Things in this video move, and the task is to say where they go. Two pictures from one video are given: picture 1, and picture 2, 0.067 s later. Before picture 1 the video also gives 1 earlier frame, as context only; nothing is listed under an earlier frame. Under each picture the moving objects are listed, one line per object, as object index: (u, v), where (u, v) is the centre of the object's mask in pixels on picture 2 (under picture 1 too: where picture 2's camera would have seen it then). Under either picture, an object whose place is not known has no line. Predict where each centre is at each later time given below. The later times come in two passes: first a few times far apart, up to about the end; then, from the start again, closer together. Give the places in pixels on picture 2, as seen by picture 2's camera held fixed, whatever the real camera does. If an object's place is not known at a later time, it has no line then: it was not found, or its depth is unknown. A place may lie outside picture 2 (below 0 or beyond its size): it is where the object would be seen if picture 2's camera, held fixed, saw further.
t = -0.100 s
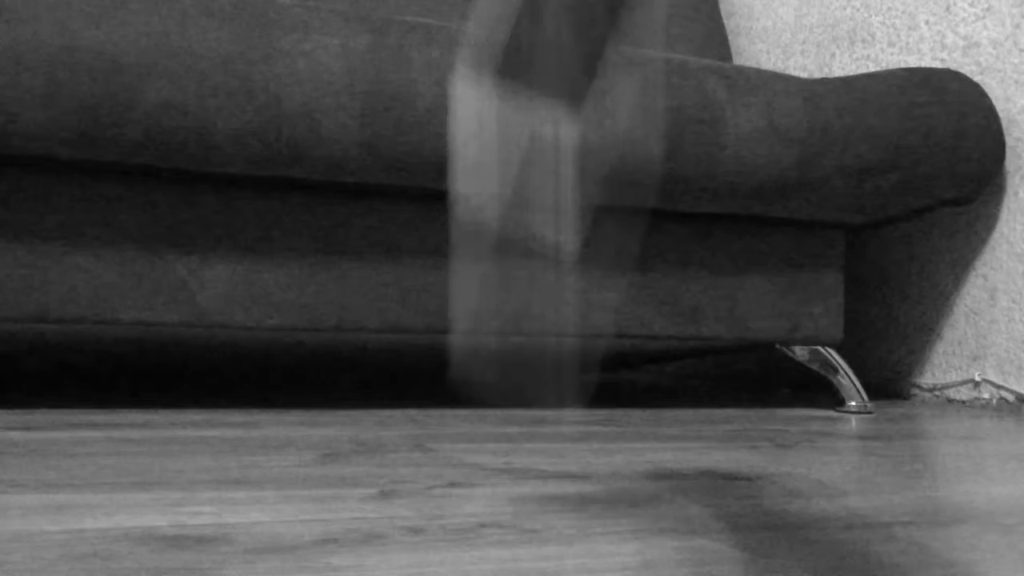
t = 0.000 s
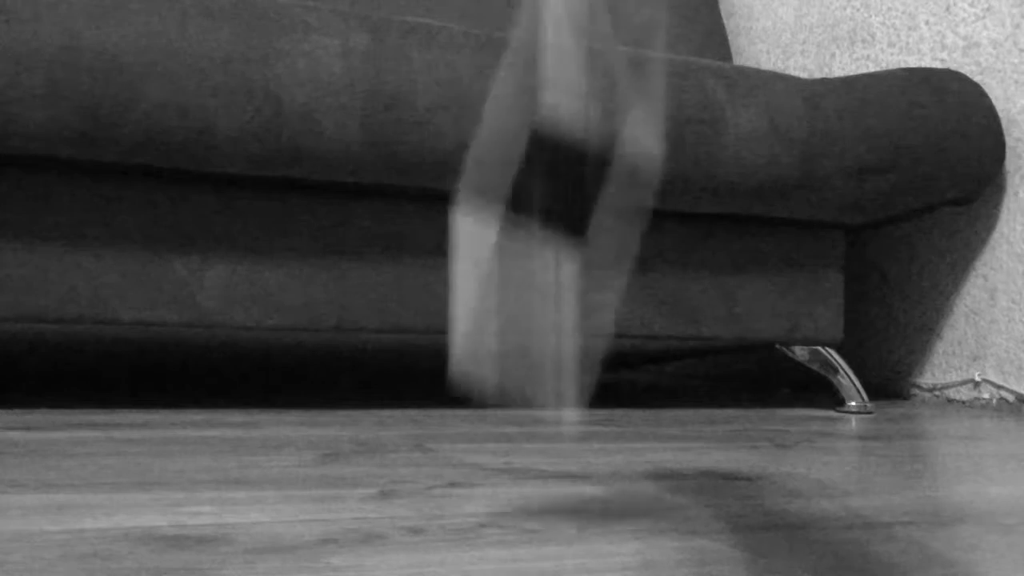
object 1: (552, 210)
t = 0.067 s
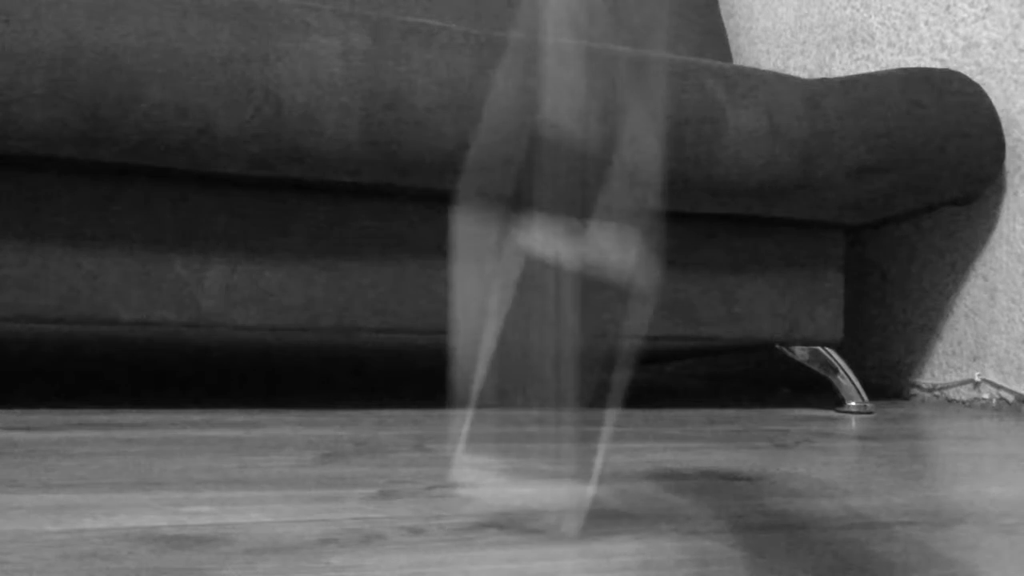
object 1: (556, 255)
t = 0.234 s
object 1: (549, 342)
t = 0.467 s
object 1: (533, 310)
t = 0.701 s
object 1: (510, 332)
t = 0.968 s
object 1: (488, 432)
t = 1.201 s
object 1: (452, 498)
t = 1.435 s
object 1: (444, 500)
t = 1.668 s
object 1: (436, 512)
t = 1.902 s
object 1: (435, 512)
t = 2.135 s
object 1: (435, 512)
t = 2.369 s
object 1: (435, 512)
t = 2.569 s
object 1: (434, 513)
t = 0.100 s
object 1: (547, 361)
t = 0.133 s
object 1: (549, 365)
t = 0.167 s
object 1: (558, 324)
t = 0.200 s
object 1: (555, 320)
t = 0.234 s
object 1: (549, 342)
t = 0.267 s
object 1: (545, 338)
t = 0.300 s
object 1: (546, 335)
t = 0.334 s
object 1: (546, 333)
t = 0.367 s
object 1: (540, 325)
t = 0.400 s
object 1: (540, 322)
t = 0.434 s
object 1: (540, 317)
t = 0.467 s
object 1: (533, 310)
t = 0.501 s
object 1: (534, 310)
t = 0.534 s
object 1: (524, 315)
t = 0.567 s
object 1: (524, 315)
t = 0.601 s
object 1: (524, 314)
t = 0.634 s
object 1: (519, 324)
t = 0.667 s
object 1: (513, 327)
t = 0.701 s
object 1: (510, 332)
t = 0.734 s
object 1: (511, 336)
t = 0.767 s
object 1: (511, 337)
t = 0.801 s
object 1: (506, 359)
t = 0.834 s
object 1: (509, 360)
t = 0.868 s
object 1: (497, 391)
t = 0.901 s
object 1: (495, 392)
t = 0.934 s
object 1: (493, 395)
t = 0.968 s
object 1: (488, 432)
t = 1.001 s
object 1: (485, 433)
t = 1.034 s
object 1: (461, 495)
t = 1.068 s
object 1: (461, 497)
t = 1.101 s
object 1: (459, 497)
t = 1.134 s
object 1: (456, 497)
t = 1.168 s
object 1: (454, 497)
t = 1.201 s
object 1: (452, 498)
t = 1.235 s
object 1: (451, 500)
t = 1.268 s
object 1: (451, 501)
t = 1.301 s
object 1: (451, 500)
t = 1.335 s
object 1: (449, 500)
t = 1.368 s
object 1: (447, 500)
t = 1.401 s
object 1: (445, 500)
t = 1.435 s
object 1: (444, 500)
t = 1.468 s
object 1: (443, 500)
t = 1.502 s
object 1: (443, 500)
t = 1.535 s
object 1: (435, 511)
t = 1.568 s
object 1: (436, 511)
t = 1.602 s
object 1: (436, 511)
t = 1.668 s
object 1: (436, 512)
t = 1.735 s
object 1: (435, 512)
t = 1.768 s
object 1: (435, 512)
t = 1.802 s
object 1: (435, 512)
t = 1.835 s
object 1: (435, 512)
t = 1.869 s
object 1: (435, 512)
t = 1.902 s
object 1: (435, 512)
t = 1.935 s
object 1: (435, 512)
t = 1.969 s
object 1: (435, 512)
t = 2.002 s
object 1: (435, 512)
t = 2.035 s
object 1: (435, 512)
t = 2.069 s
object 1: (435, 512)
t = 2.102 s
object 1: (435, 512)
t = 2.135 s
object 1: (435, 512)
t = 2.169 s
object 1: (435, 512)
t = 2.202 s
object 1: (435, 512)
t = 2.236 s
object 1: (435, 512)
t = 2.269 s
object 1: (435, 512)
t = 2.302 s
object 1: (435, 512)
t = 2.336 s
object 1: (435, 512)
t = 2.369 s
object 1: (435, 512)
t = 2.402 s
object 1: (435, 512)
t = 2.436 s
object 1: (435, 512)
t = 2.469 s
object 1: (435, 512)
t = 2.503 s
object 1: (435, 512)
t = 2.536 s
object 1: (434, 512)
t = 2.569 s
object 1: (434, 513)
